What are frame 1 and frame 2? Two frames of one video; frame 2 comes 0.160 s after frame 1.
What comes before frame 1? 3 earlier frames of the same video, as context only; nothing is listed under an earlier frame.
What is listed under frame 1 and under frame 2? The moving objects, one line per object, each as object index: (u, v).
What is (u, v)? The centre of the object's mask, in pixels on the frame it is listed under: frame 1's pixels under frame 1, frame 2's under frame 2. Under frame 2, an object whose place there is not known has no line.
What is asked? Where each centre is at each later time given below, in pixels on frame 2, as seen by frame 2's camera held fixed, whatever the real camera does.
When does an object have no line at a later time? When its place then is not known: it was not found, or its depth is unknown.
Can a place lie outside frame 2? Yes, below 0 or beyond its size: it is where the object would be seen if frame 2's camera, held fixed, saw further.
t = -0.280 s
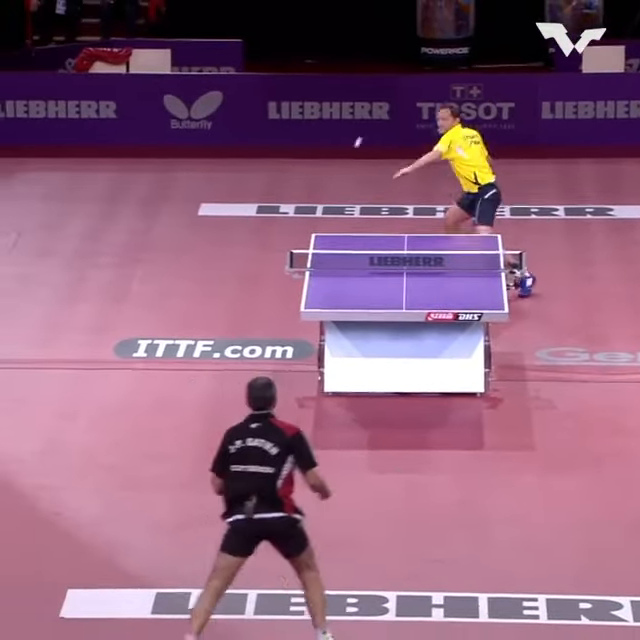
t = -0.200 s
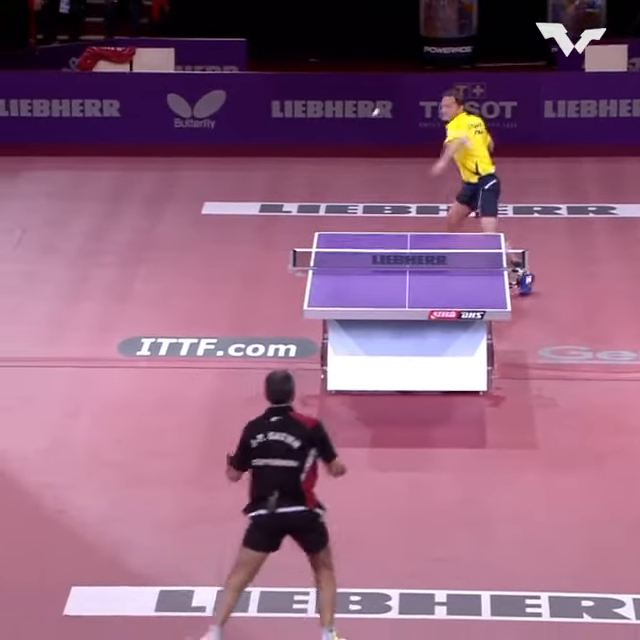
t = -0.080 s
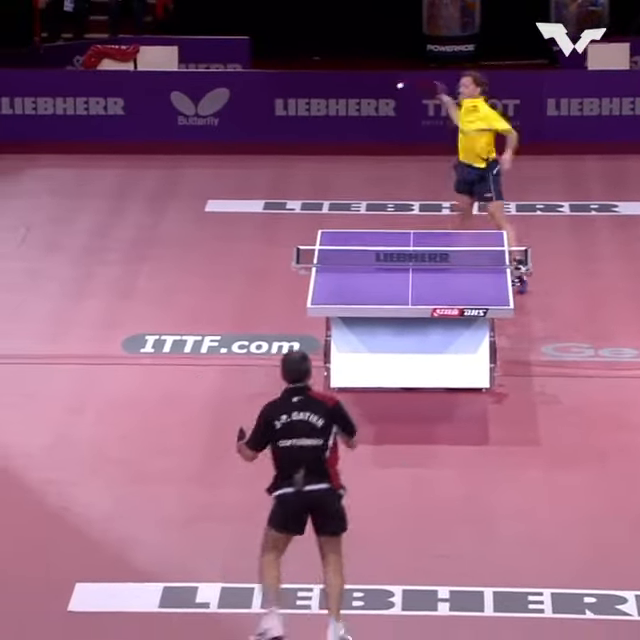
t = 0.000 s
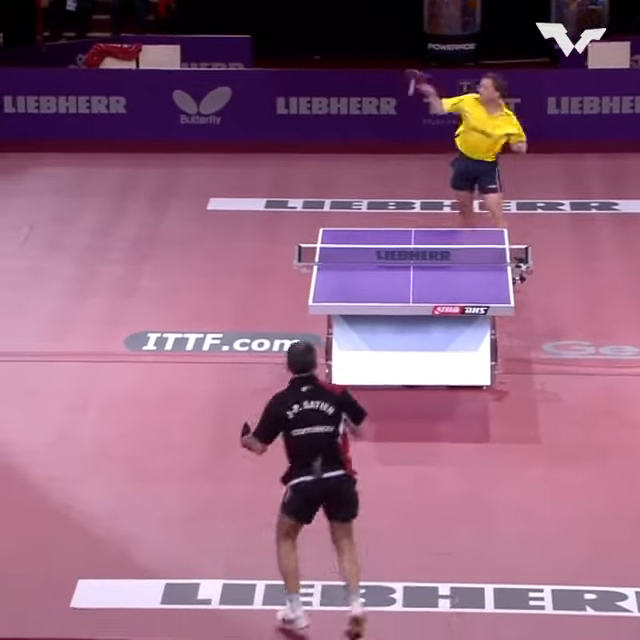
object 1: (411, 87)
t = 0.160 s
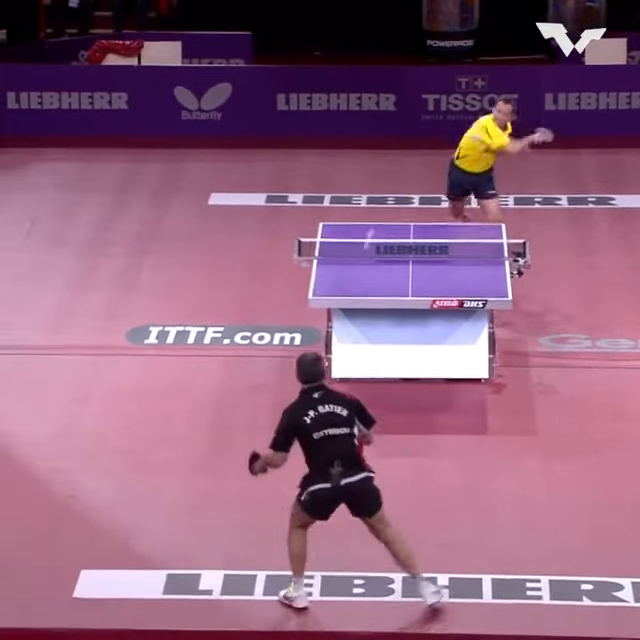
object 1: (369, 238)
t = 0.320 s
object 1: (323, 255)
